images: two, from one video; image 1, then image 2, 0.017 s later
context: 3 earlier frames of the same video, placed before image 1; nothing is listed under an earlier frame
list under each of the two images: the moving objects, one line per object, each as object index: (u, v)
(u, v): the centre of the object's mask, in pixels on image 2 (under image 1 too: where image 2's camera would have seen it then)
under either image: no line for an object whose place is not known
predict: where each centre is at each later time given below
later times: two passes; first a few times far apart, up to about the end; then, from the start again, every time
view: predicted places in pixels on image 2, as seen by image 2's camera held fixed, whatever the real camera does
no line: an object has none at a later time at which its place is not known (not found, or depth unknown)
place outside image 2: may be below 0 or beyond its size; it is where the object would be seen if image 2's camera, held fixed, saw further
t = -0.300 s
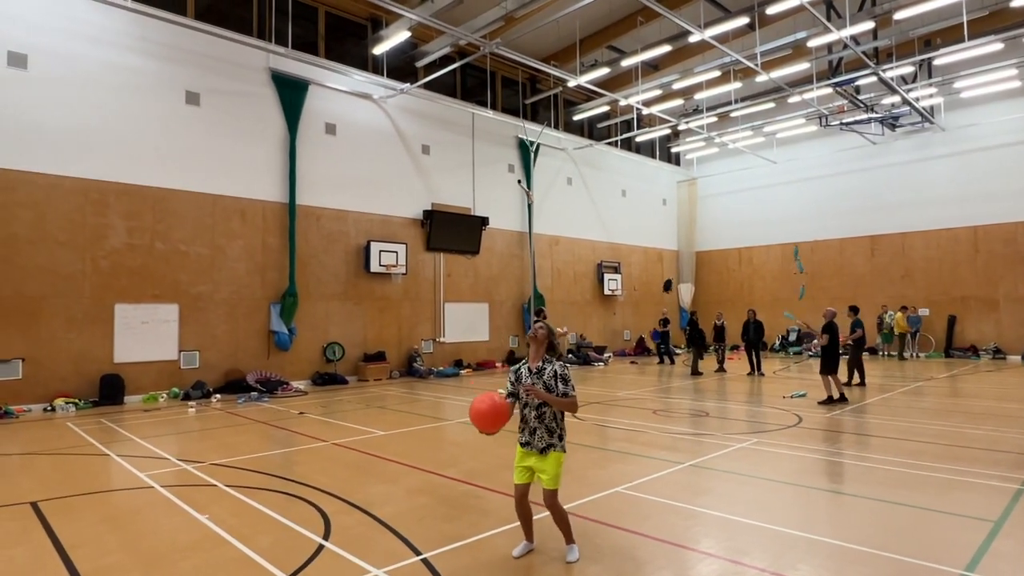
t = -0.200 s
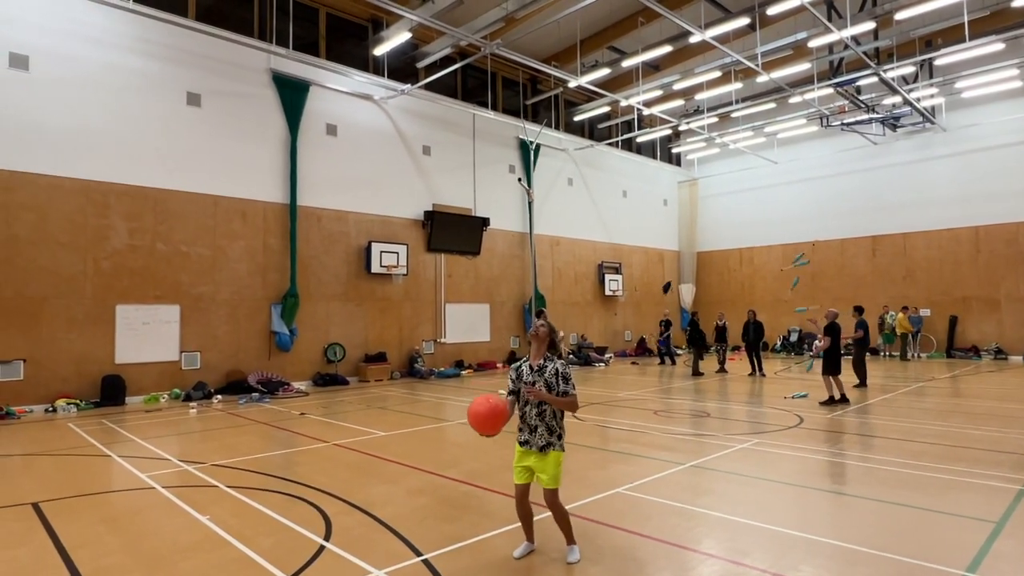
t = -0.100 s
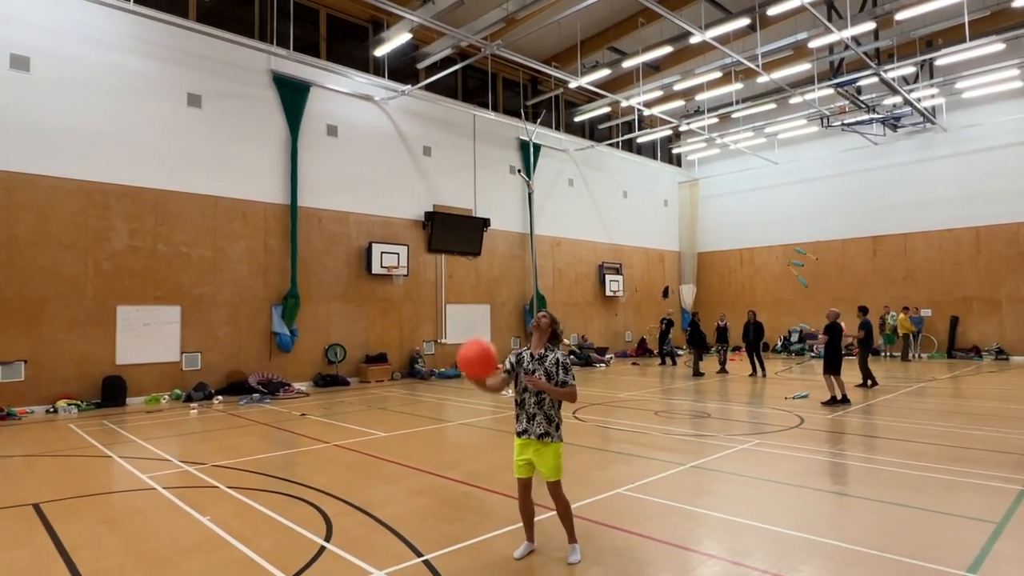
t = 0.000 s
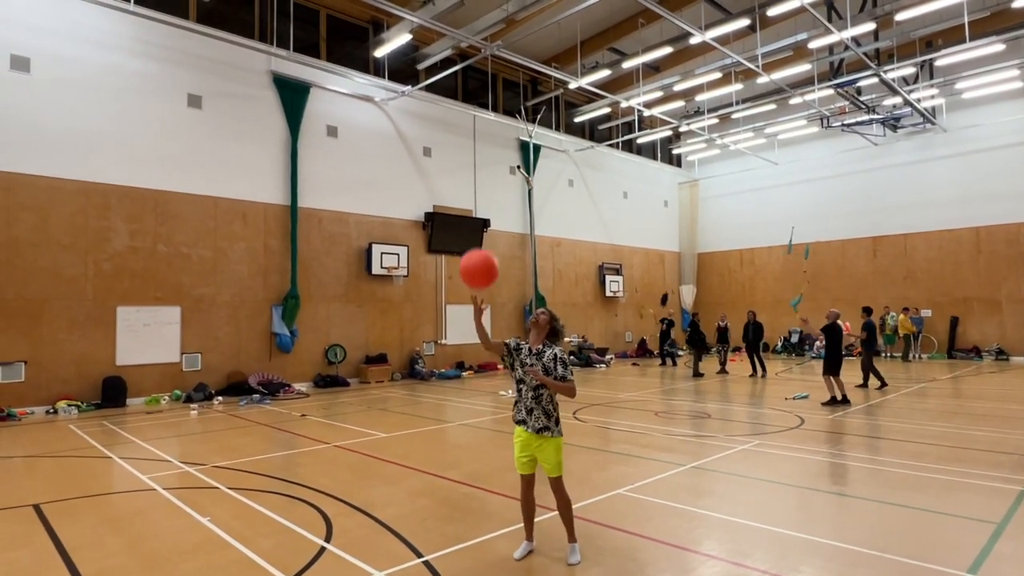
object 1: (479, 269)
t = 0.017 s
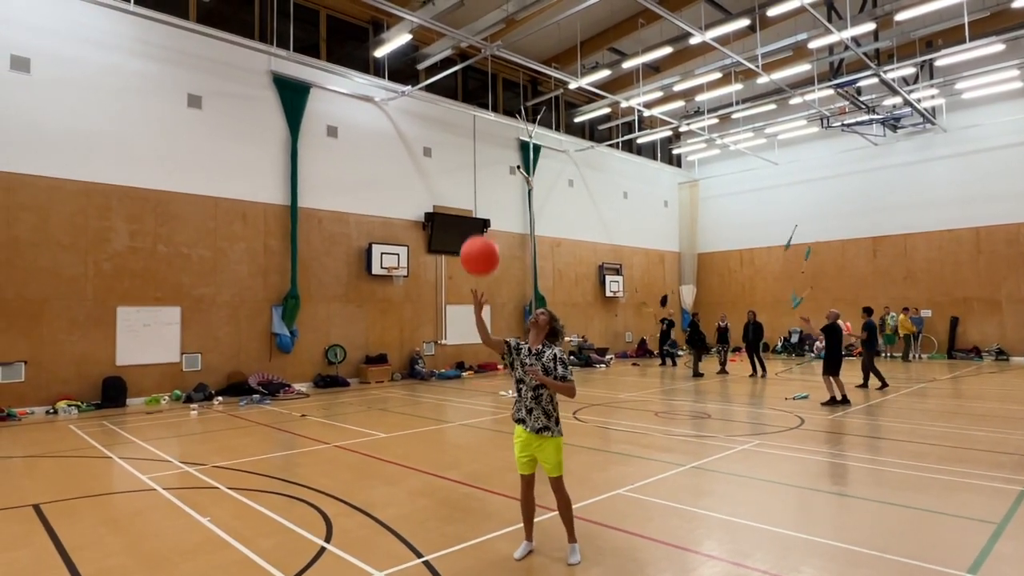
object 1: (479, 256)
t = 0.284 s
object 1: (496, 127)
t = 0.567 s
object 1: (511, 109)
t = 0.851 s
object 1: (507, 146)
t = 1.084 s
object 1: (503, 241)
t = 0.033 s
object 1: (480, 243)
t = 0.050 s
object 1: (482, 231)
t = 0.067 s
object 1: (482, 221)
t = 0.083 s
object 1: (484, 210)
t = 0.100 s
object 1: (485, 201)
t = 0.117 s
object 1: (486, 191)
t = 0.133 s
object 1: (487, 183)
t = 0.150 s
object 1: (488, 174)
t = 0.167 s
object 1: (489, 167)
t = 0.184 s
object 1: (490, 160)
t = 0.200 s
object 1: (491, 153)
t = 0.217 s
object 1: (492, 147)
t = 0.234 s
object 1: (493, 142)
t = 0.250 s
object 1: (494, 137)
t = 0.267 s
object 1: (495, 132)
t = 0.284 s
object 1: (496, 127)
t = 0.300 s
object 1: (497, 123)
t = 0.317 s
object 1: (498, 120)
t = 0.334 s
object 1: (499, 116)
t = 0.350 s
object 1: (500, 113)
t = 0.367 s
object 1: (501, 111)
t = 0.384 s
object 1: (502, 109)
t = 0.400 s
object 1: (503, 107)
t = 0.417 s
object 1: (504, 106)
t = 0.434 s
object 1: (505, 105)
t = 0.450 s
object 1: (506, 104)
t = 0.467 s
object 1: (507, 104)
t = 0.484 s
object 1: (508, 104)
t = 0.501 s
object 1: (508, 104)
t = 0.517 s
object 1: (509, 105)
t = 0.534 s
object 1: (510, 106)
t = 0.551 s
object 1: (511, 107)
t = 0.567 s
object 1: (511, 109)
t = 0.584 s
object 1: (511, 110)
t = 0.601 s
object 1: (511, 111)
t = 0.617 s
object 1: (512, 112)
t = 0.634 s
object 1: (511, 113)
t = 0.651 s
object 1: (511, 115)
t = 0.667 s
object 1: (511, 117)
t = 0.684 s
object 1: (511, 118)
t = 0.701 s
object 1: (511, 120)
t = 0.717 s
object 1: (510, 121)
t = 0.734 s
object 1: (510, 123)
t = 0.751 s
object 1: (510, 125)
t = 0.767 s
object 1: (509, 128)
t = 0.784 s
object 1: (509, 131)
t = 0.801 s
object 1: (508, 135)
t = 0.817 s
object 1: (508, 138)
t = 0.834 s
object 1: (508, 142)
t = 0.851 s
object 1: (507, 146)
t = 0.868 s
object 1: (507, 151)
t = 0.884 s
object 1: (506, 156)
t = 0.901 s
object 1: (506, 162)
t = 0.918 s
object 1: (506, 167)
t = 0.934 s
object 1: (505, 173)
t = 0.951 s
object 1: (505, 179)
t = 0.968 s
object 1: (504, 186)
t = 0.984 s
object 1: (504, 193)
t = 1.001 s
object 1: (504, 200)
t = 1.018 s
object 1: (503, 208)
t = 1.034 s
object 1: (503, 216)
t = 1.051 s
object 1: (503, 224)
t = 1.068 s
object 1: (503, 233)
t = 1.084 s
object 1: (503, 241)
